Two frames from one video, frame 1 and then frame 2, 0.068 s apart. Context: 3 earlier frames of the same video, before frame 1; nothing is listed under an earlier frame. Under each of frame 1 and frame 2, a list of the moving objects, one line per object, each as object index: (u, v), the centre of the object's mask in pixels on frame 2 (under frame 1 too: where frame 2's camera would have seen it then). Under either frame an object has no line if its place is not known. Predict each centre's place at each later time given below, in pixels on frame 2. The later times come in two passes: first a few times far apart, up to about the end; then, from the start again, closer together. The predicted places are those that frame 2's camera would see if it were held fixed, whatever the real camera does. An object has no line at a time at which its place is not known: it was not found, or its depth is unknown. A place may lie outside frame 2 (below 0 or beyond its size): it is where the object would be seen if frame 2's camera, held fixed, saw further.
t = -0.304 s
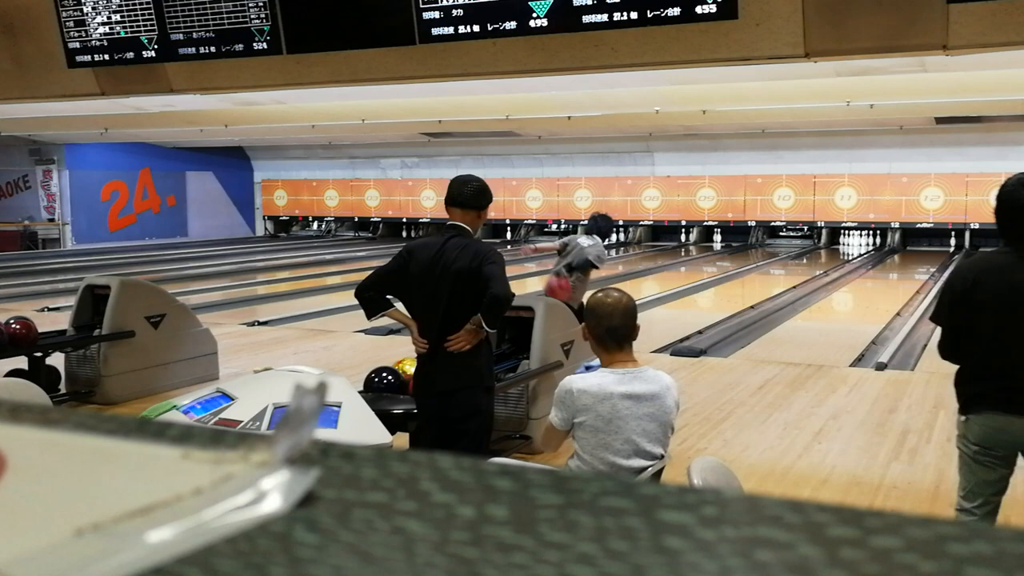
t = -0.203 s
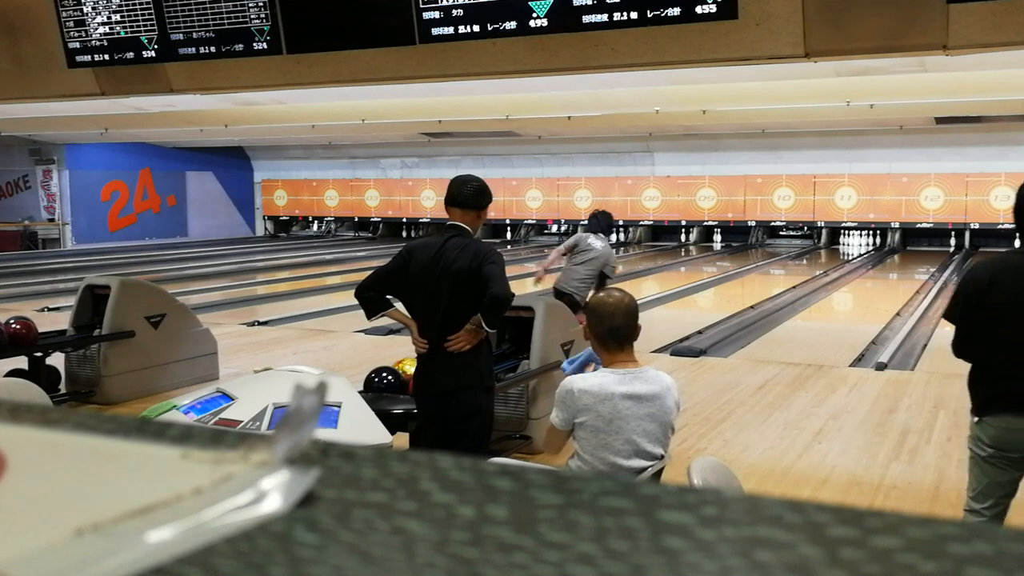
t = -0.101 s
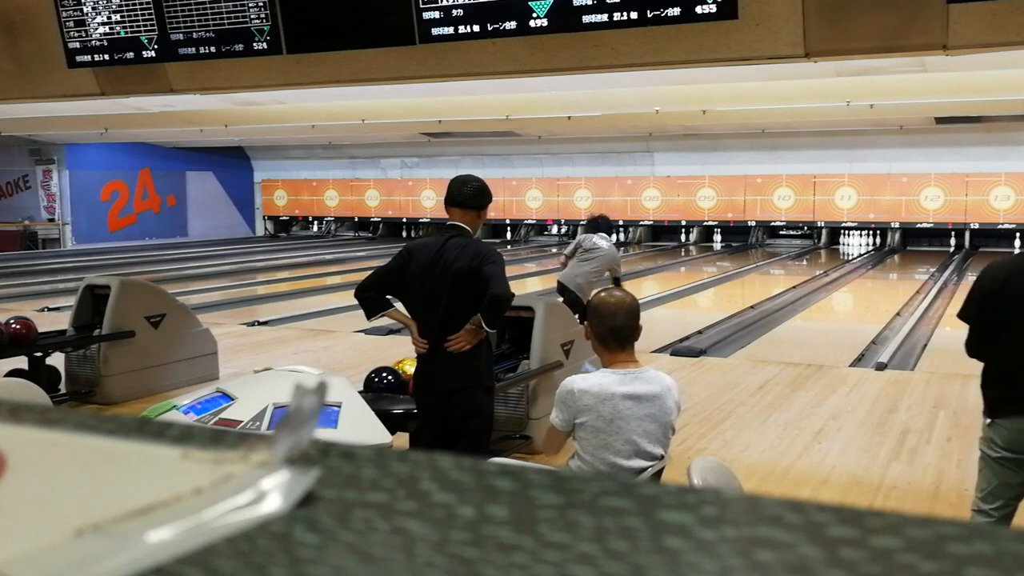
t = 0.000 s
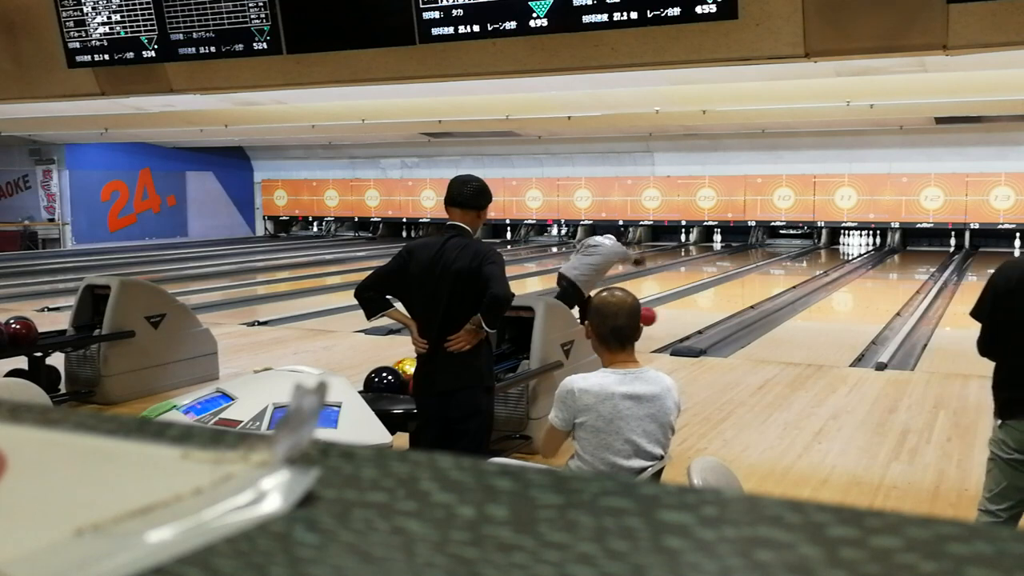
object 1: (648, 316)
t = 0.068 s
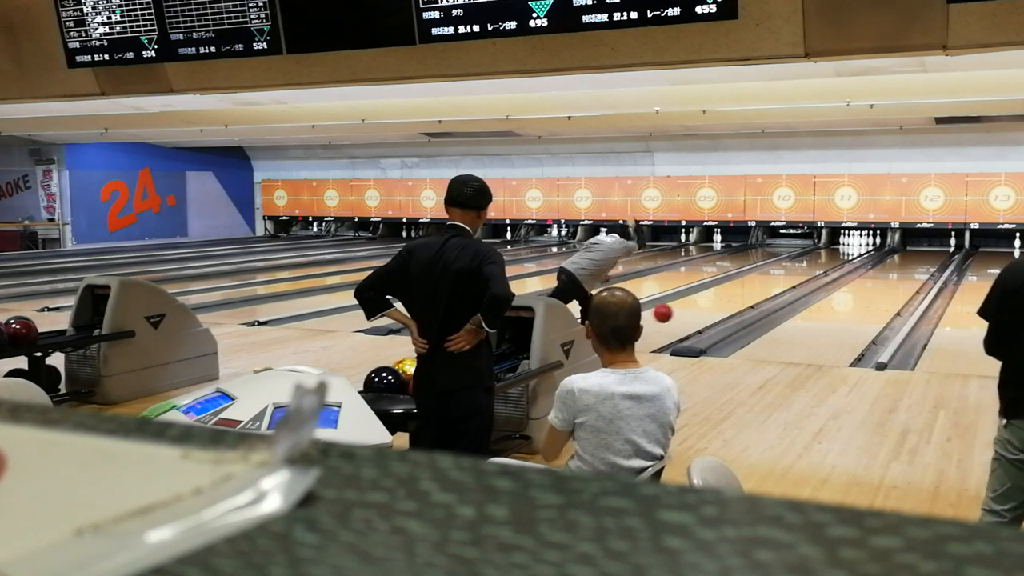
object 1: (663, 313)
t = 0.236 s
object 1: (698, 309)
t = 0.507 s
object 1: (742, 293)
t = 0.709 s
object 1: (767, 284)
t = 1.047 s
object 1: (798, 272)
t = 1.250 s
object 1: (812, 266)
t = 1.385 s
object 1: (820, 262)
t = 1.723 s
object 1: (837, 254)
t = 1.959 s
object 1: (843, 251)
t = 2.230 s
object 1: (850, 246)
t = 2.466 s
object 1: (853, 244)
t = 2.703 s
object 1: (854, 242)
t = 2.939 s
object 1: (855, 241)
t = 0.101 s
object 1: (670, 312)
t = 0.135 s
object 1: (678, 314)
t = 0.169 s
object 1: (685, 315)
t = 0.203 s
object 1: (692, 312)
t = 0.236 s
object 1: (698, 309)
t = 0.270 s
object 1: (704, 306)
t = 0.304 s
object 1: (709, 302)
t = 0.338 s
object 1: (714, 301)
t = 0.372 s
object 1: (722, 301)
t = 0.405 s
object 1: (727, 299)
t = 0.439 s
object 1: (732, 297)
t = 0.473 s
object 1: (737, 295)
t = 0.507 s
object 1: (742, 293)
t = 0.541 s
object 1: (746, 291)
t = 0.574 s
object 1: (751, 290)
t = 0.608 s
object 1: (755, 289)
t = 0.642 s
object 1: (759, 287)
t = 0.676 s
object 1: (763, 286)
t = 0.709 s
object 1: (767, 284)
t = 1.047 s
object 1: (798, 272)
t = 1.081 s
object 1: (801, 271)
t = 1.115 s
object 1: (803, 270)
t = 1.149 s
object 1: (806, 268)
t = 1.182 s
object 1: (808, 267)
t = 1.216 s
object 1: (810, 267)
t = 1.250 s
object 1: (812, 266)
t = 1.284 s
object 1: (814, 264)
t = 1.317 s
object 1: (816, 264)
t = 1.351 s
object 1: (819, 263)
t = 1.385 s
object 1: (820, 262)
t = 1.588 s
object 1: (830, 258)
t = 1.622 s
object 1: (832, 257)
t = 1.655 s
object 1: (834, 256)
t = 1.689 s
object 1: (835, 255)
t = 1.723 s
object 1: (837, 254)
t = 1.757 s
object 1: (838, 254)
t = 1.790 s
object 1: (839, 253)
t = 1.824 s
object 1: (839, 253)
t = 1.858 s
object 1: (842, 252)
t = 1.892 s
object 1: (842, 252)
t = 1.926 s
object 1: (842, 252)
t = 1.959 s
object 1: (843, 251)
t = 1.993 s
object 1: (844, 250)
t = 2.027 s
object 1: (846, 249)
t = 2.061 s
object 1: (847, 249)
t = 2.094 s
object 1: (847, 249)
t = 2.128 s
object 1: (848, 248)
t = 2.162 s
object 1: (849, 247)
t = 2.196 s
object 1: (849, 247)
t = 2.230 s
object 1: (850, 246)
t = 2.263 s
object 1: (851, 246)
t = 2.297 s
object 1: (851, 246)
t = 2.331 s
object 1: (851, 245)
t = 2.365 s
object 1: (852, 245)
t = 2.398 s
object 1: (852, 244)
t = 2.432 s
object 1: (852, 244)
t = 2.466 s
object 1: (853, 244)
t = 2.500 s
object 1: (853, 243)
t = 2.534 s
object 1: (853, 243)
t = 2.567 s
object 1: (854, 243)
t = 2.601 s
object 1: (854, 242)
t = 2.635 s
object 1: (854, 243)
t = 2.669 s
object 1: (853, 242)
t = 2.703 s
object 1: (854, 242)
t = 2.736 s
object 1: (854, 241)
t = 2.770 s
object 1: (854, 241)
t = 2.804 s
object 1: (855, 241)
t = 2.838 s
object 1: (855, 241)
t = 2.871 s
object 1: (855, 241)
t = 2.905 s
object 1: (855, 241)
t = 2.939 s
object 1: (855, 241)
